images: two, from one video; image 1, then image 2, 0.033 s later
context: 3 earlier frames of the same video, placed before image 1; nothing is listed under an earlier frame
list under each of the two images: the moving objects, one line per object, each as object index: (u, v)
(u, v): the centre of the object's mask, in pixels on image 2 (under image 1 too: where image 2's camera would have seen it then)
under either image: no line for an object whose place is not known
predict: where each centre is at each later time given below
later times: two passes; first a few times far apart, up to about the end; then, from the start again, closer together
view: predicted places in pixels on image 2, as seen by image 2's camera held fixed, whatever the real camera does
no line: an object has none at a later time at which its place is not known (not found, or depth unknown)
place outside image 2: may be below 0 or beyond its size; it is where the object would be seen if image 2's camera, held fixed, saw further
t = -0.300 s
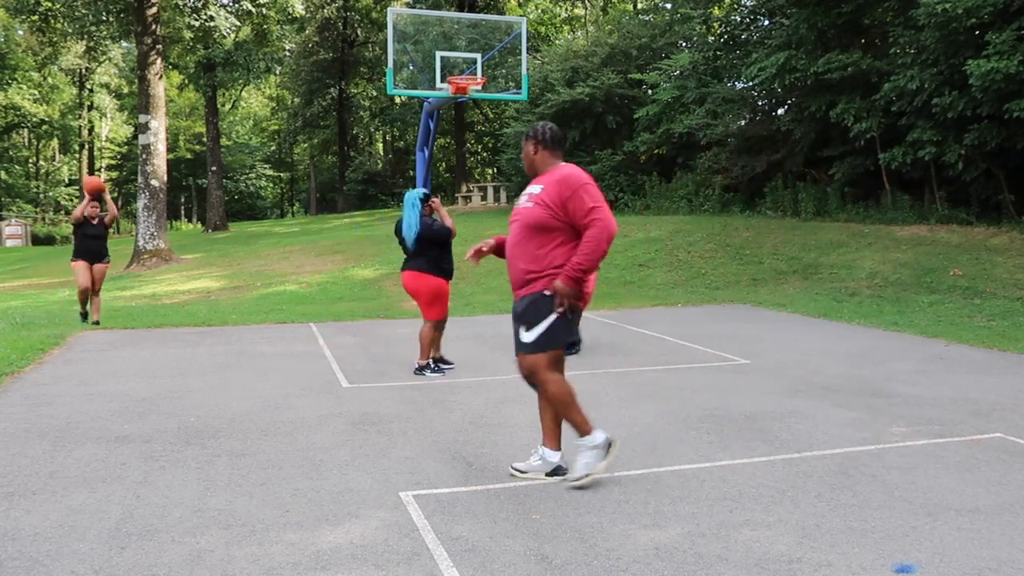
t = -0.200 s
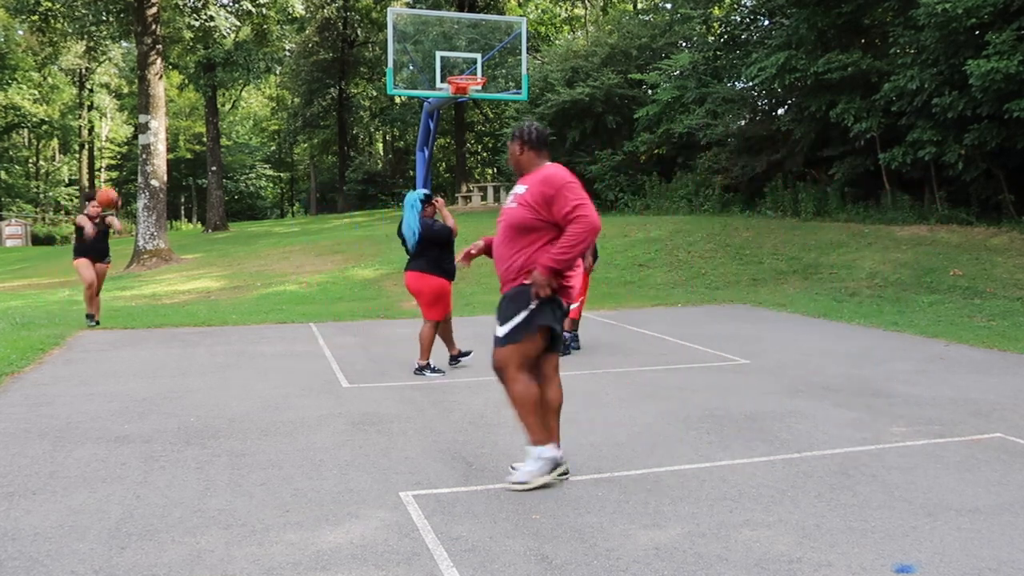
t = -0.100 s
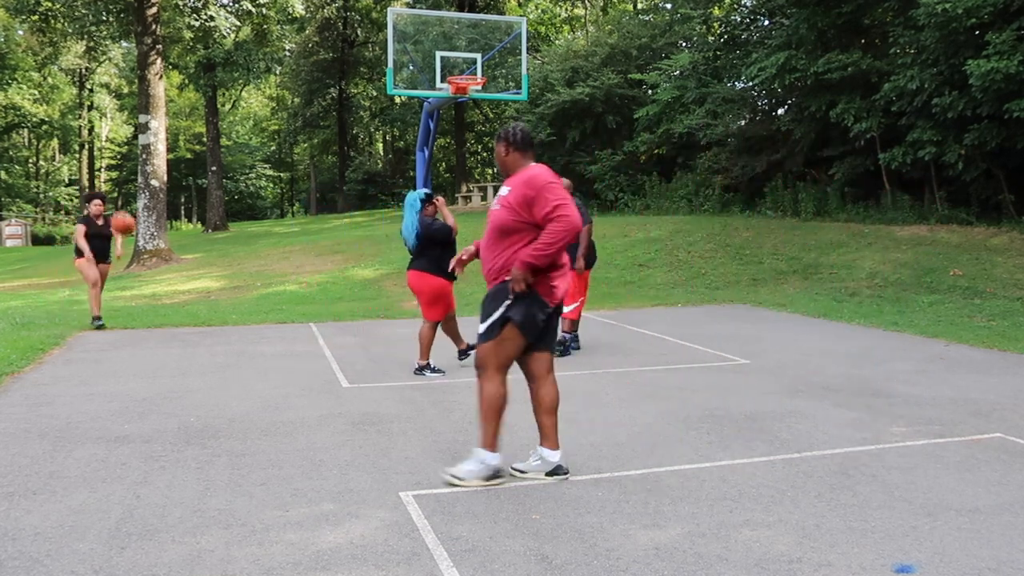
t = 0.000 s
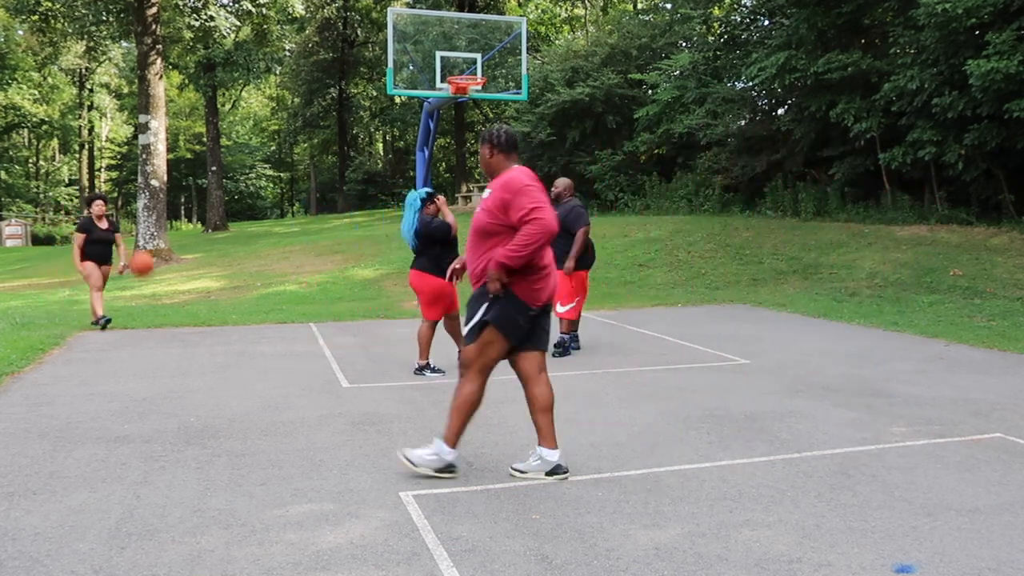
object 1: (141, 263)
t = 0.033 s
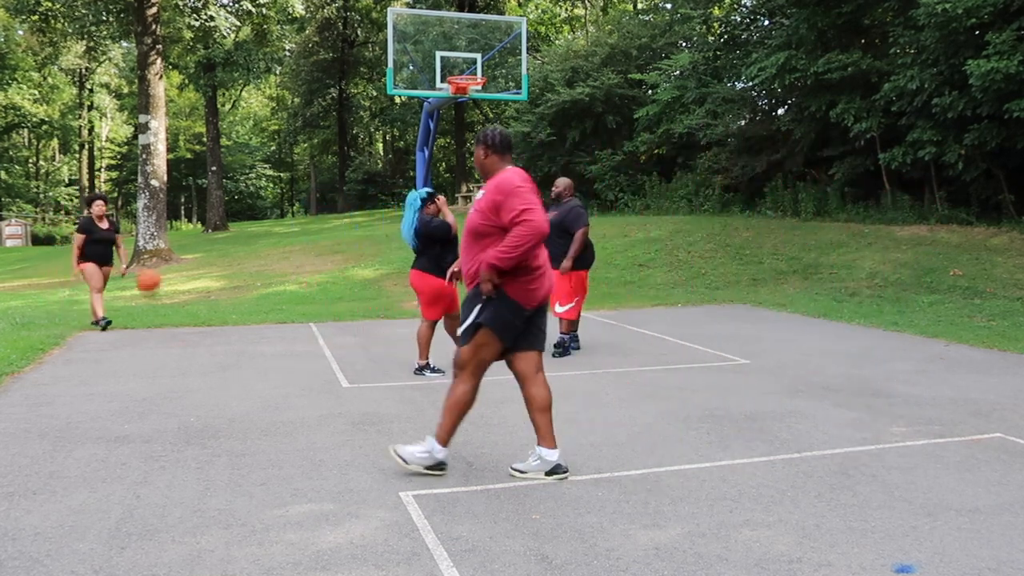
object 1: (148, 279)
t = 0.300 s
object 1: (193, 295)
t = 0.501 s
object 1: (220, 222)
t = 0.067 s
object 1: (156, 302)
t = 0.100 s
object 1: (163, 322)
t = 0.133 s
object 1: (171, 347)
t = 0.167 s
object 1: (178, 358)
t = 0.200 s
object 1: (182, 341)
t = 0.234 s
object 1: (185, 324)
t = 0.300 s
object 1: (193, 295)
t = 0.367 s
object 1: (201, 264)
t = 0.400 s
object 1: (205, 252)
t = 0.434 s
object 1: (210, 241)
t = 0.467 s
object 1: (215, 232)
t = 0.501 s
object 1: (220, 222)
